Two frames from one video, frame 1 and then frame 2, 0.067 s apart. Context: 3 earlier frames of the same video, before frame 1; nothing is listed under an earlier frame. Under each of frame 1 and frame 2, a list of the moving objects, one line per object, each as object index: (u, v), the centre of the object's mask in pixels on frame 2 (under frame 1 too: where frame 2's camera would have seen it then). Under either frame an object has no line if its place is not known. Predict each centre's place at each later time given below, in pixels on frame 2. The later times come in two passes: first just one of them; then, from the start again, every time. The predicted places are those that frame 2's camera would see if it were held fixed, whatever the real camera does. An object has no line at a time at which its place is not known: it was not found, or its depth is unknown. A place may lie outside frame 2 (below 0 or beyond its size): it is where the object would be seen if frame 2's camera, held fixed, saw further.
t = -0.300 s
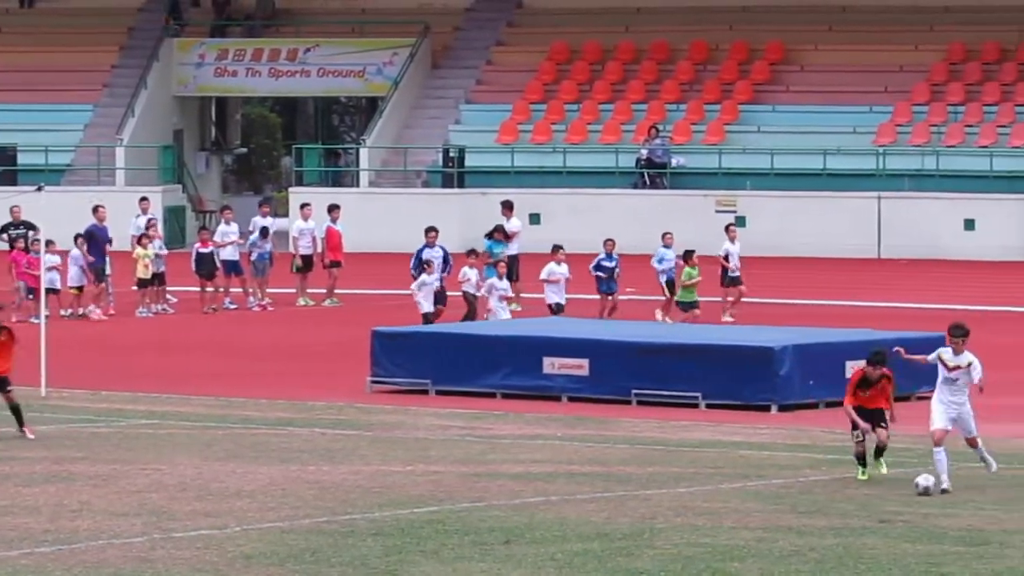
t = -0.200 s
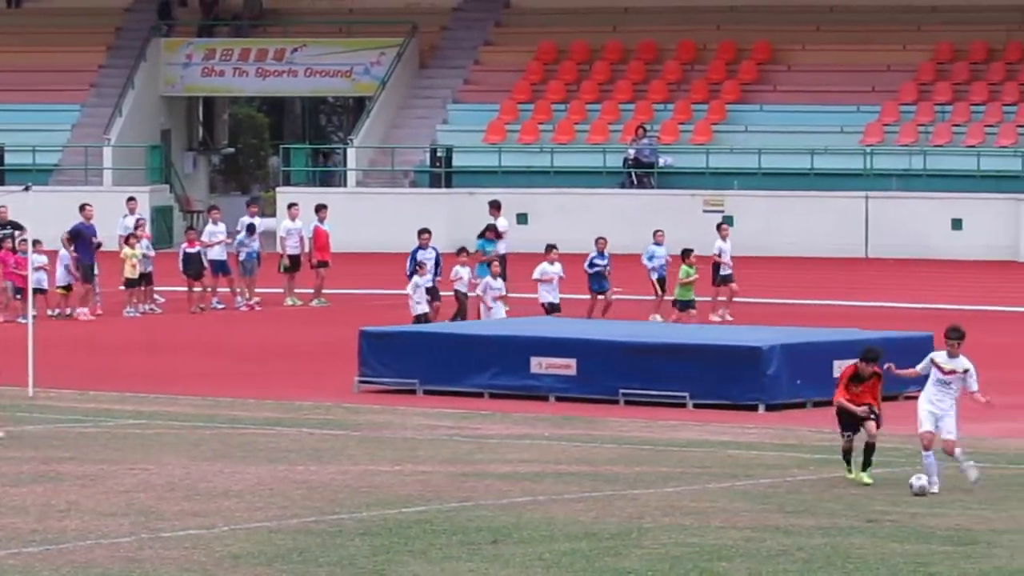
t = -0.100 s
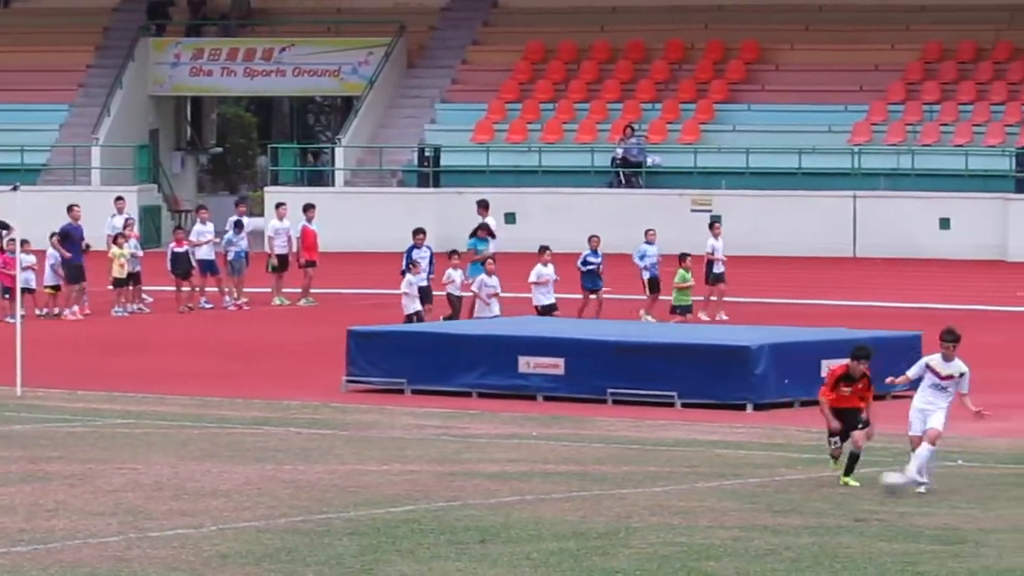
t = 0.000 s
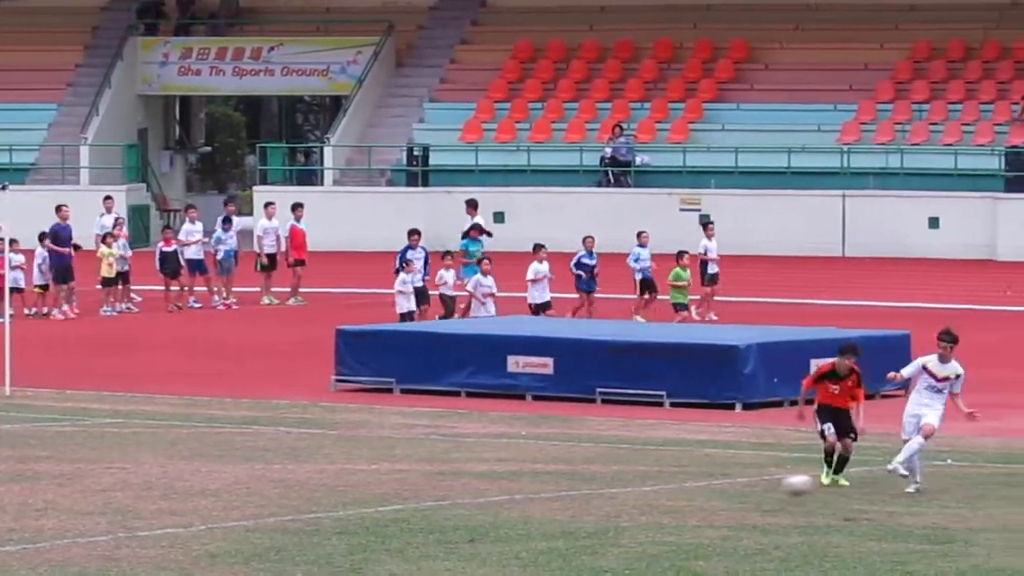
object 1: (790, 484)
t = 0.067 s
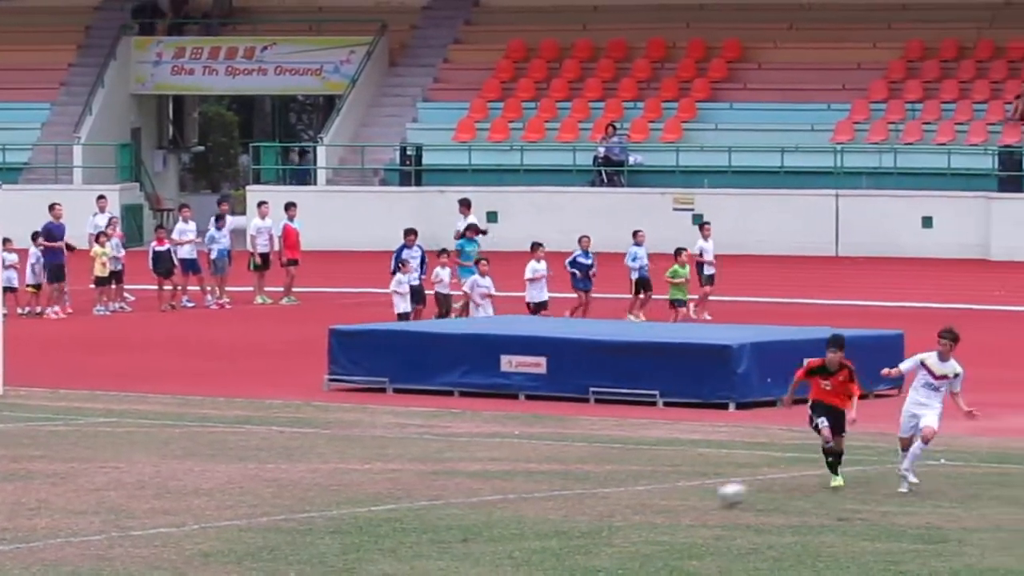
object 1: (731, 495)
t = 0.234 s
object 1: (595, 506)
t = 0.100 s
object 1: (705, 499)
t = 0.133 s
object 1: (677, 498)
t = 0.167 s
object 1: (649, 499)
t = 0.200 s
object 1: (622, 501)
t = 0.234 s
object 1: (595, 506)
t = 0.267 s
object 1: (568, 511)
